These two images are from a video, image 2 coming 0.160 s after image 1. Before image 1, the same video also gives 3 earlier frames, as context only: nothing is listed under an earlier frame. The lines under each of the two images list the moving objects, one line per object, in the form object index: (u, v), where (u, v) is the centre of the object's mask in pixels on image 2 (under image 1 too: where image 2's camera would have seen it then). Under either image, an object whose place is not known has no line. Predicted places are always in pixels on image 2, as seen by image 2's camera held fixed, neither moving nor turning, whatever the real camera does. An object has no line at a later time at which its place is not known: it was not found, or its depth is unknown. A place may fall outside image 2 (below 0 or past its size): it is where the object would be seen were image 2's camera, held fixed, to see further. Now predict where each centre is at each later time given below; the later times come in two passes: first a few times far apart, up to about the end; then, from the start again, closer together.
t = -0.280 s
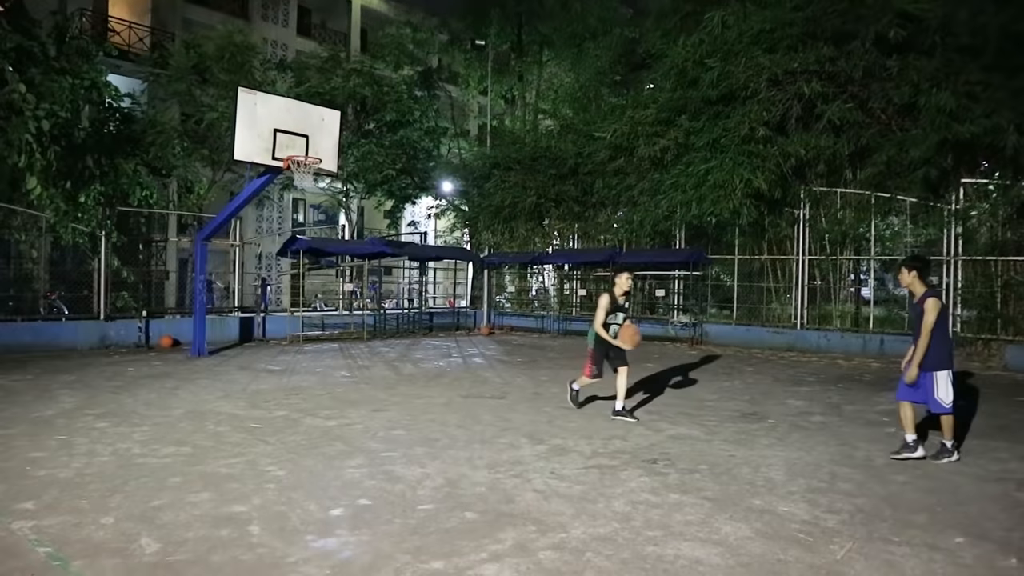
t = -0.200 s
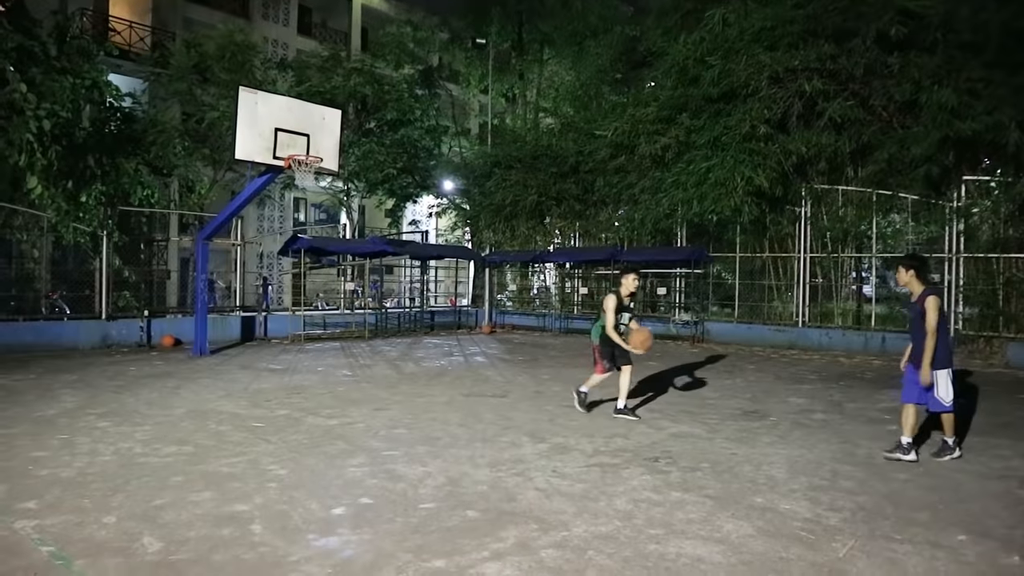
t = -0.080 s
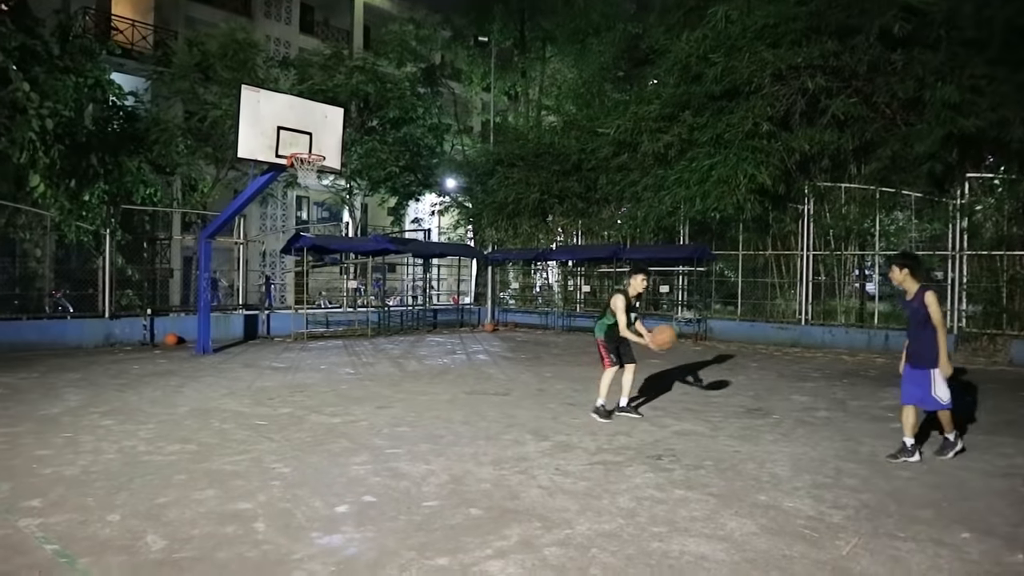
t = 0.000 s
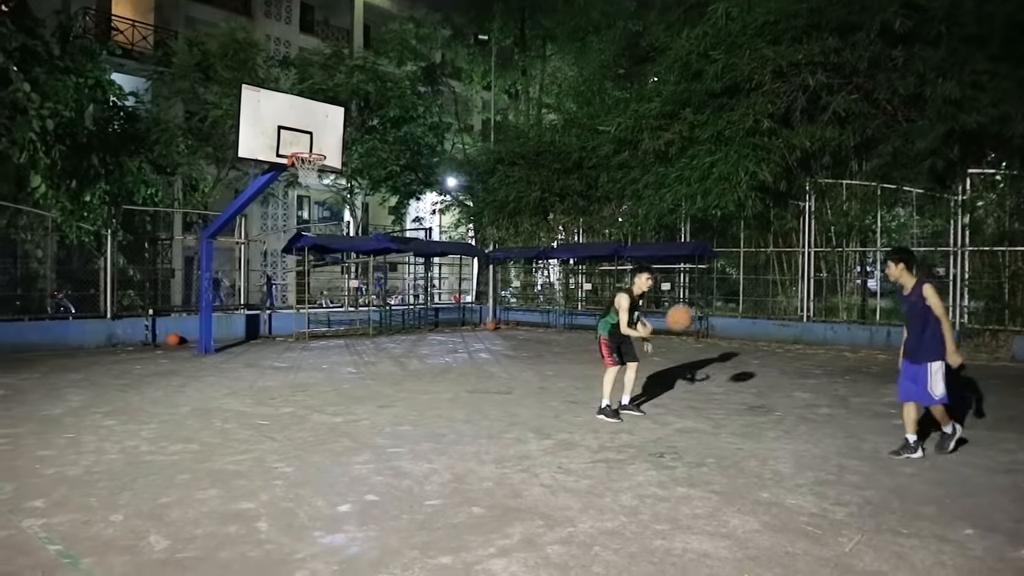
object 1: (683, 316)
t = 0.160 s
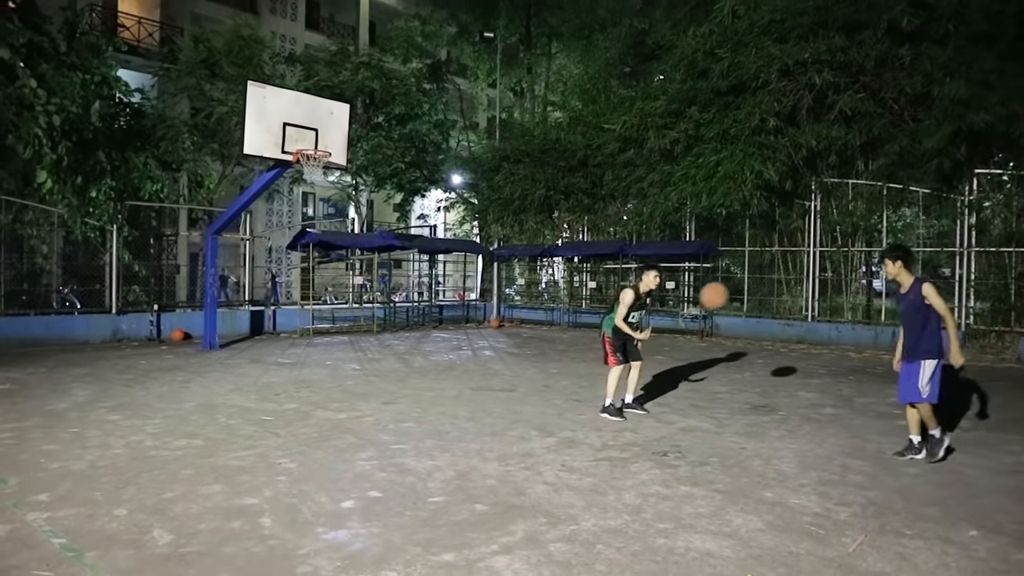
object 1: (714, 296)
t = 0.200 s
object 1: (721, 295)
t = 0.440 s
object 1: (769, 329)
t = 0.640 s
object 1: (811, 415)
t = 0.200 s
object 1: (721, 295)
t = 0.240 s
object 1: (729, 296)
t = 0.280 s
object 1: (737, 298)
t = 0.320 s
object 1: (744, 303)
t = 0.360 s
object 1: (753, 309)
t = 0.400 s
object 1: (761, 318)
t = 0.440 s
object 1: (769, 329)
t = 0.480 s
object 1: (777, 342)
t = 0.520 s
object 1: (785, 357)
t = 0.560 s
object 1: (793, 372)
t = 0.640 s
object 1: (811, 415)
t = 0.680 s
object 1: (820, 437)
